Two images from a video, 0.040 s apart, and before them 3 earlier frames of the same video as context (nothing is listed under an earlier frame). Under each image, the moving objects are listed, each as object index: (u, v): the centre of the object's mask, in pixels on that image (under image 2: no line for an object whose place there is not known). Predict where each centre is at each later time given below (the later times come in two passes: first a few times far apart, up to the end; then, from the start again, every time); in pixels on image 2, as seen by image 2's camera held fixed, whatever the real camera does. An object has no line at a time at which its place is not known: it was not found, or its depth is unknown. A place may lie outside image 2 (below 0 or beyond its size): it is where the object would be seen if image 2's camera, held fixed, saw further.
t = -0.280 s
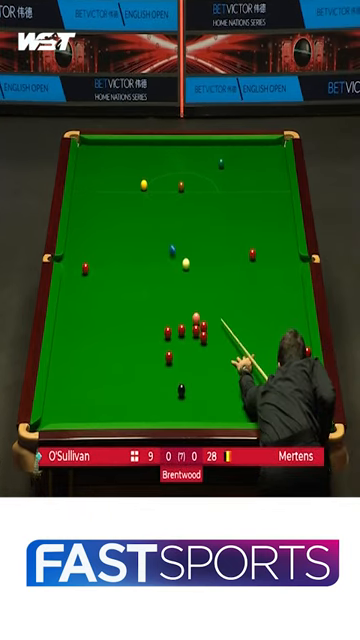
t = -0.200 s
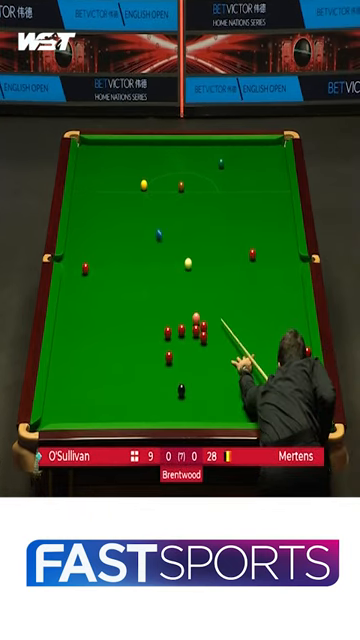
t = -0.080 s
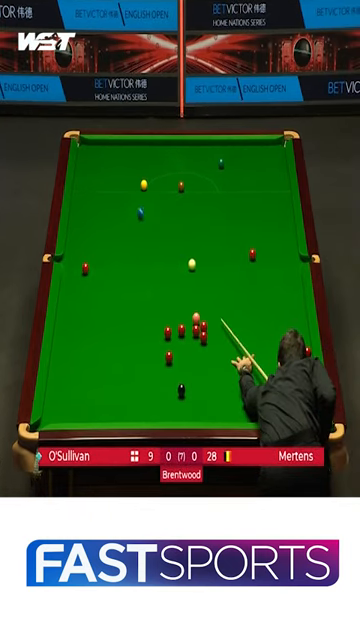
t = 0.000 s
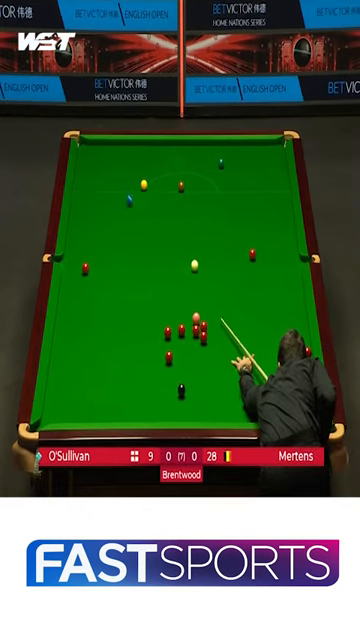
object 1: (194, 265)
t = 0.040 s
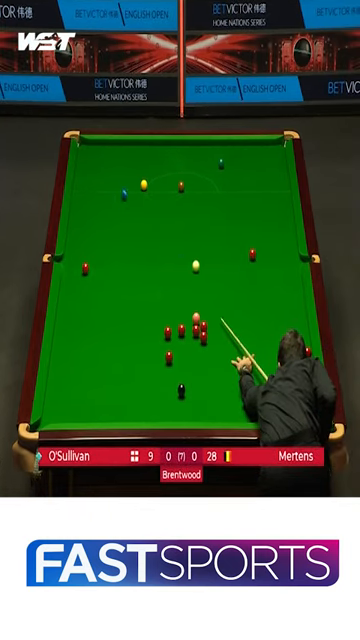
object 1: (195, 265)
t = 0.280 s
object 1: (203, 268)
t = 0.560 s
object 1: (211, 271)
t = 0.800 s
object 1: (217, 273)
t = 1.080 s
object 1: (224, 276)
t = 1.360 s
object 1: (229, 278)
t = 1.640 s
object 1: (235, 280)
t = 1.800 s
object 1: (237, 281)
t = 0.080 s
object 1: (197, 266)
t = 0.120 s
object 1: (198, 266)
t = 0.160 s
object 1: (199, 267)
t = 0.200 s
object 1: (200, 267)
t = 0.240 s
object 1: (202, 268)
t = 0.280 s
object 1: (203, 268)
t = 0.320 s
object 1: (204, 269)
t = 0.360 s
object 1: (205, 269)
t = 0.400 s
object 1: (206, 270)
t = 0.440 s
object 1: (207, 270)
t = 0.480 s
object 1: (208, 271)
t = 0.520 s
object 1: (210, 271)
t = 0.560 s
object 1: (211, 271)
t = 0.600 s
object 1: (212, 272)
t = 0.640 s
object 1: (213, 272)
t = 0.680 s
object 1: (214, 272)
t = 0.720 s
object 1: (215, 273)
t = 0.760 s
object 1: (216, 273)
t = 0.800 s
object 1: (217, 273)
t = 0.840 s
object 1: (218, 274)
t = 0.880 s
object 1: (219, 274)
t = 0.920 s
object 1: (220, 274)
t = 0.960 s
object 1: (221, 275)
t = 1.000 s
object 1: (222, 276)
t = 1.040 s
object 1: (223, 276)
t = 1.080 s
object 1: (224, 276)
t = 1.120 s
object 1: (224, 277)
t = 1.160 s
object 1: (225, 277)
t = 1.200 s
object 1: (226, 277)
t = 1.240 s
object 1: (227, 277)
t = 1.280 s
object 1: (228, 278)
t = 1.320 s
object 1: (229, 278)
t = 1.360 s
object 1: (229, 278)
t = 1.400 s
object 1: (230, 279)
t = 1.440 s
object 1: (231, 279)
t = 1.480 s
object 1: (232, 279)
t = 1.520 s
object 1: (232, 280)
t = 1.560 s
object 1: (233, 280)
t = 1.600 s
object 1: (234, 280)
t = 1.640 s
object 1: (235, 280)
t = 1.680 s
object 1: (235, 281)
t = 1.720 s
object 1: (236, 281)
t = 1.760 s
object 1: (237, 281)
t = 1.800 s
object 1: (237, 281)
